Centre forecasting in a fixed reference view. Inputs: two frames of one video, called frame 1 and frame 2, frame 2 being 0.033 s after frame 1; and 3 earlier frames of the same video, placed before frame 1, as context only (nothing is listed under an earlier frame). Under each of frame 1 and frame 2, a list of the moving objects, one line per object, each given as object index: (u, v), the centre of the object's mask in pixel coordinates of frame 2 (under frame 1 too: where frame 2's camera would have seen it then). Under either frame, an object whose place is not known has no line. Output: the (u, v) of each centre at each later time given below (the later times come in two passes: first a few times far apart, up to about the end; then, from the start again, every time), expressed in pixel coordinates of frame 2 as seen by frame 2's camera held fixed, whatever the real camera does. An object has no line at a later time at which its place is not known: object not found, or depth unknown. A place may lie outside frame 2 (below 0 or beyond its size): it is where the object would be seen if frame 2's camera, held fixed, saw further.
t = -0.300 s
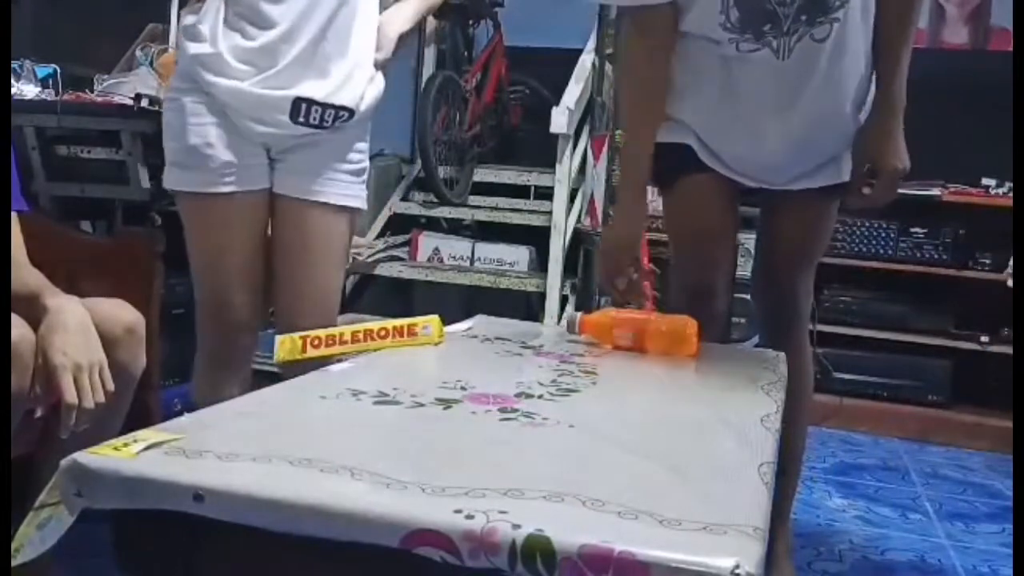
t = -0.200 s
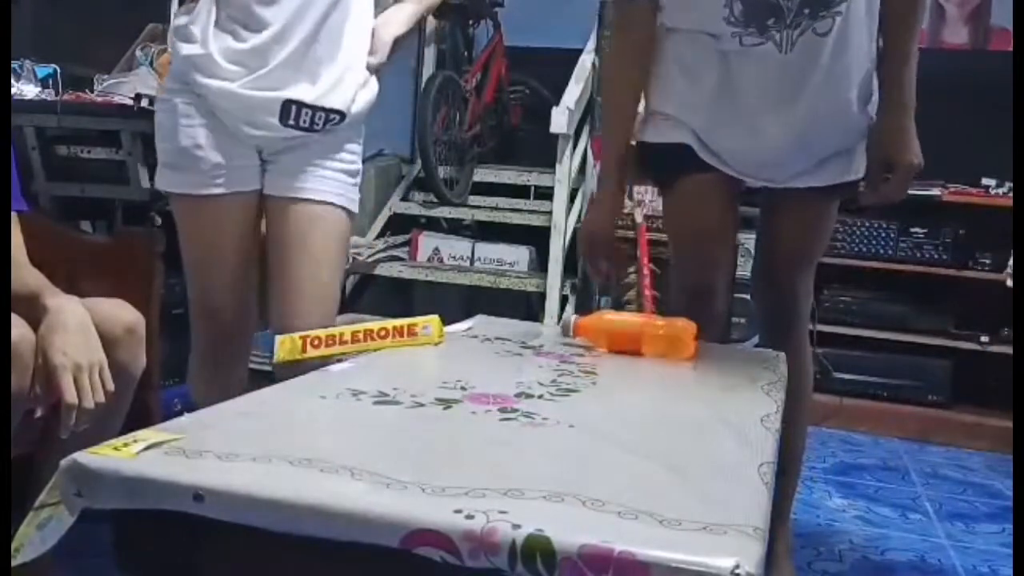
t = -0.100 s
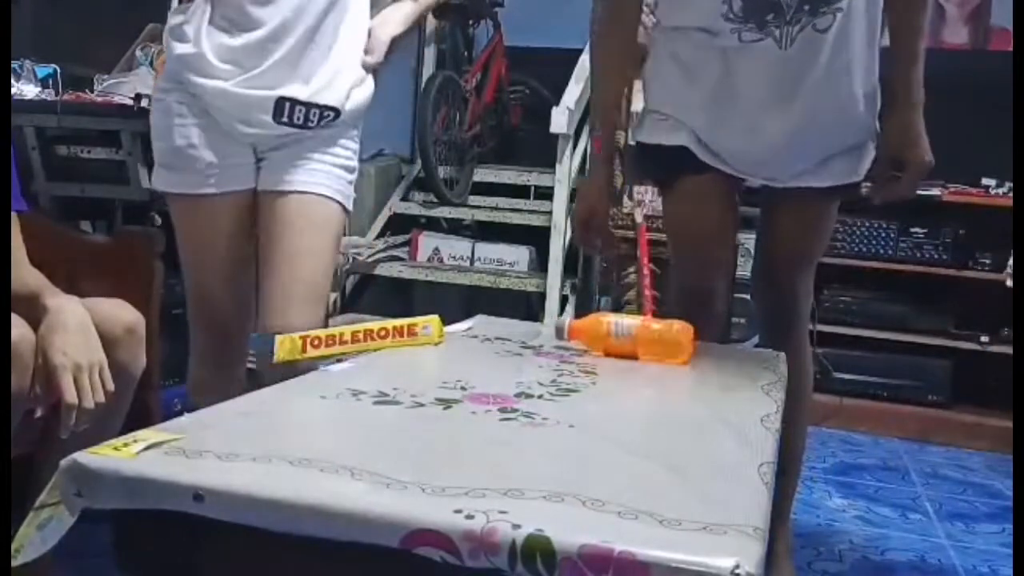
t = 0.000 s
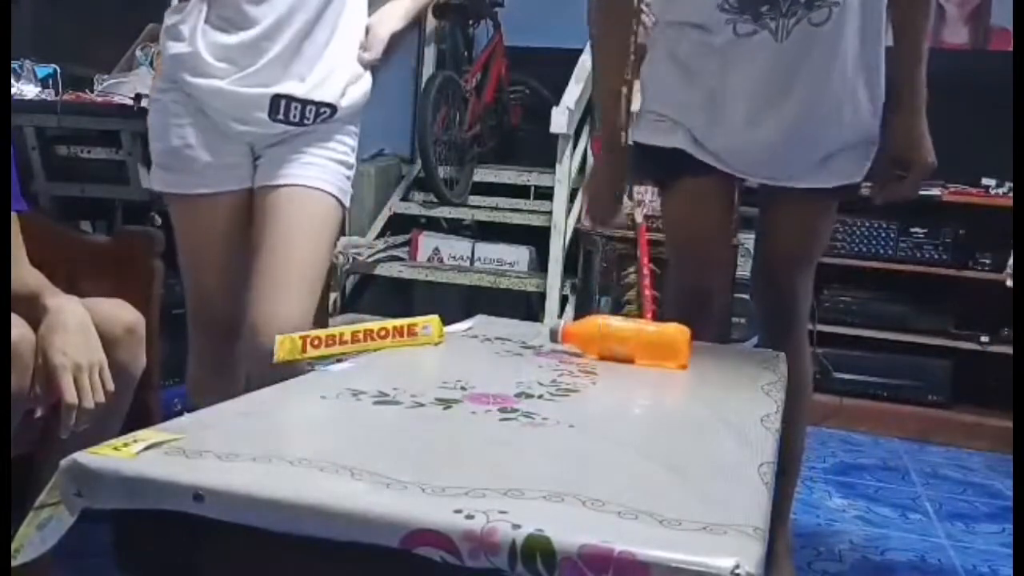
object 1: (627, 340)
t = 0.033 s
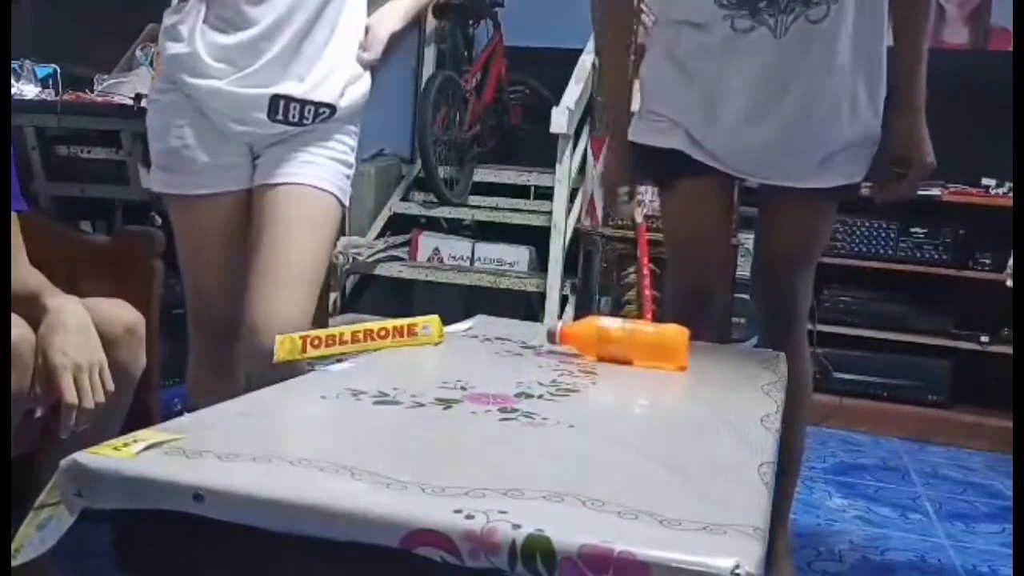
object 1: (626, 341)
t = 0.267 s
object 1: (614, 349)
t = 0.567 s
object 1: (600, 359)
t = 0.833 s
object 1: (588, 370)
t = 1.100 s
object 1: (573, 380)
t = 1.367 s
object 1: (557, 389)
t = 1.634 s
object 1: (542, 403)
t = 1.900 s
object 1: (526, 415)
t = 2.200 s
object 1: (507, 429)
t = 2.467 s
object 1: (490, 440)
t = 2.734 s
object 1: (471, 450)
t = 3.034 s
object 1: (452, 463)
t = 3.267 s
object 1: (438, 474)
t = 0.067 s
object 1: (624, 343)
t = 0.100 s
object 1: (622, 344)
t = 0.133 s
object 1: (621, 345)
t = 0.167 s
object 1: (619, 346)
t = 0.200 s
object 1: (617, 347)
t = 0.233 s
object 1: (616, 348)
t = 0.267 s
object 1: (614, 349)
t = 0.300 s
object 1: (613, 350)
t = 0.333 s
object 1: (611, 352)
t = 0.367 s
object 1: (609, 353)
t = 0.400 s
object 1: (607, 354)
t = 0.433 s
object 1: (606, 355)
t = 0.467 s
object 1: (605, 357)
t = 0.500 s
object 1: (604, 358)
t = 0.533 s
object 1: (602, 358)
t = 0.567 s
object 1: (600, 359)
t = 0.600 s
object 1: (599, 360)
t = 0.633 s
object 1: (597, 360)
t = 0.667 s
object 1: (596, 361)
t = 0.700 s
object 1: (595, 363)
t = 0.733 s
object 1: (593, 366)
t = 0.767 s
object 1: (592, 367)
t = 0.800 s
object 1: (590, 368)
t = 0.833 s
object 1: (588, 370)
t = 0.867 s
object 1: (586, 372)
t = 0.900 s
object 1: (585, 373)
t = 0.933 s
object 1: (582, 374)
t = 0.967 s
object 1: (582, 375)
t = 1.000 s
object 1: (579, 376)
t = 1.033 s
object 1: (577, 377)
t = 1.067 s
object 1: (575, 378)
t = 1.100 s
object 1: (573, 380)
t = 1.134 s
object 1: (571, 381)
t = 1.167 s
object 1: (570, 382)
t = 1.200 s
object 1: (568, 383)
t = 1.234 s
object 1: (566, 384)
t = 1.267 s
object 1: (565, 386)
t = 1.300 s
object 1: (562, 387)
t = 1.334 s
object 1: (560, 388)
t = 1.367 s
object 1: (557, 389)
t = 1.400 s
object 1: (555, 391)
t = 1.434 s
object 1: (554, 393)
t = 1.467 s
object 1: (552, 395)
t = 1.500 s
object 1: (550, 397)
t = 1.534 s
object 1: (548, 397)
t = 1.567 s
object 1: (546, 399)
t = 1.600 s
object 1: (545, 401)
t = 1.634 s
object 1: (542, 403)
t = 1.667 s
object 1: (541, 405)
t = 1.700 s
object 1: (539, 406)
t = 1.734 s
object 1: (537, 408)
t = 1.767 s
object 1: (535, 409)
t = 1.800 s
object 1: (533, 411)
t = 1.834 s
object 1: (531, 412)
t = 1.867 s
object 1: (529, 414)
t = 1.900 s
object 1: (526, 415)
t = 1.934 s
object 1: (525, 416)
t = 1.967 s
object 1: (522, 418)
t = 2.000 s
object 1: (520, 419)
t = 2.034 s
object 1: (517, 420)
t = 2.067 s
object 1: (516, 422)
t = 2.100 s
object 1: (513, 423)
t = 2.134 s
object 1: (512, 425)
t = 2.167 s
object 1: (510, 427)
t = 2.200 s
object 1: (507, 429)
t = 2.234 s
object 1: (505, 430)
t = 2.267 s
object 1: (502, 431)
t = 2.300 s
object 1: (501, 433)
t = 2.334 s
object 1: (496, 436)
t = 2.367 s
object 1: (496, 436)
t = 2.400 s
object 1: (494, 437)
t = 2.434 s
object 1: (492, 438)
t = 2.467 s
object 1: (490, 440)
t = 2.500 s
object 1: (488, 441)
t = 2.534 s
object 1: (486, 443)
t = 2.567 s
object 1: (484, 444)
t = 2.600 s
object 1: (481, 445)
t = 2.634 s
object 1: (479, 447)
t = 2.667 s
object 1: (476, 449)
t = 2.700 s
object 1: (473, 450)
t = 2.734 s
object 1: (471, 450)
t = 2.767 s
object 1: (469, 452)
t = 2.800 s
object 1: (467, 453)
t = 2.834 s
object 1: (465, 455)
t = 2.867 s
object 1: (462, 457)
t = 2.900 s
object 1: (461, 458)
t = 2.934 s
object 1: (458, 459)
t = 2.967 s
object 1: (456, 460)
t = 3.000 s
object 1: (454, 462)
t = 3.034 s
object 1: (452, 463)
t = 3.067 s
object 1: (450, 464)
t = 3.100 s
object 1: (448, 465)
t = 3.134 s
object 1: (446, 466)
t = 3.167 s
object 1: (444, 467)
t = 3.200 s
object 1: (442, 469)
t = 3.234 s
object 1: (439, 471)
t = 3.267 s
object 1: (438, 474)
